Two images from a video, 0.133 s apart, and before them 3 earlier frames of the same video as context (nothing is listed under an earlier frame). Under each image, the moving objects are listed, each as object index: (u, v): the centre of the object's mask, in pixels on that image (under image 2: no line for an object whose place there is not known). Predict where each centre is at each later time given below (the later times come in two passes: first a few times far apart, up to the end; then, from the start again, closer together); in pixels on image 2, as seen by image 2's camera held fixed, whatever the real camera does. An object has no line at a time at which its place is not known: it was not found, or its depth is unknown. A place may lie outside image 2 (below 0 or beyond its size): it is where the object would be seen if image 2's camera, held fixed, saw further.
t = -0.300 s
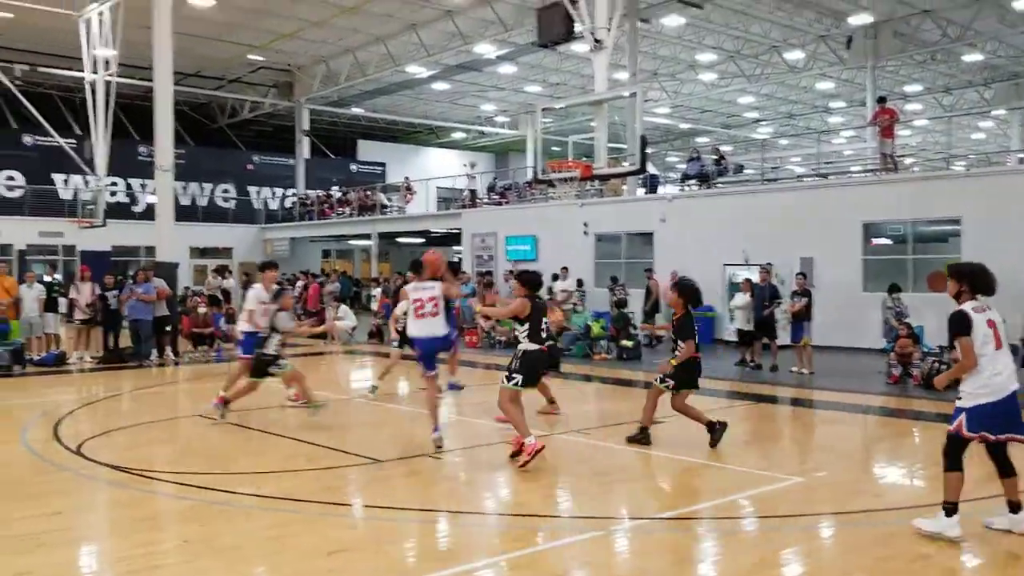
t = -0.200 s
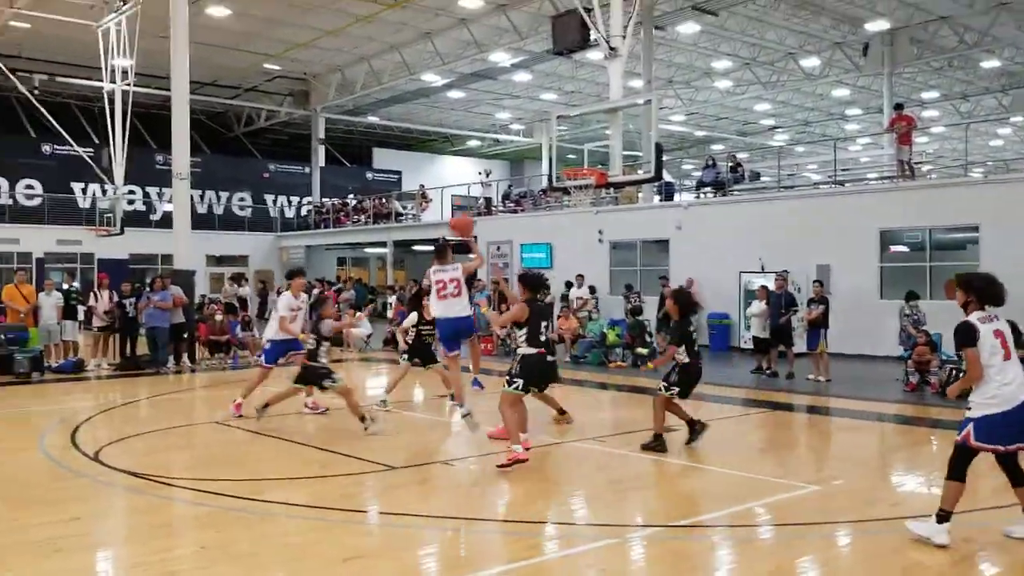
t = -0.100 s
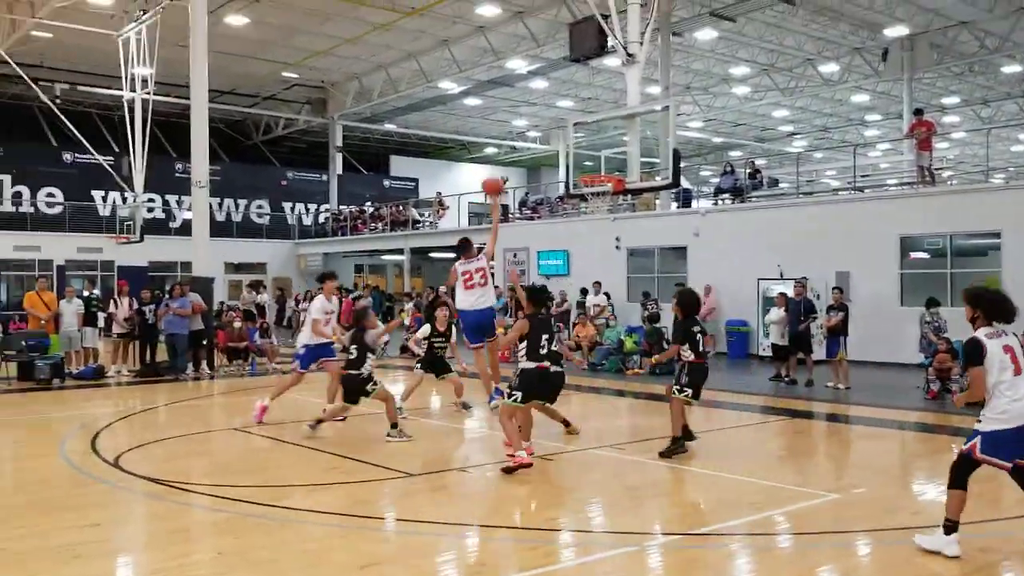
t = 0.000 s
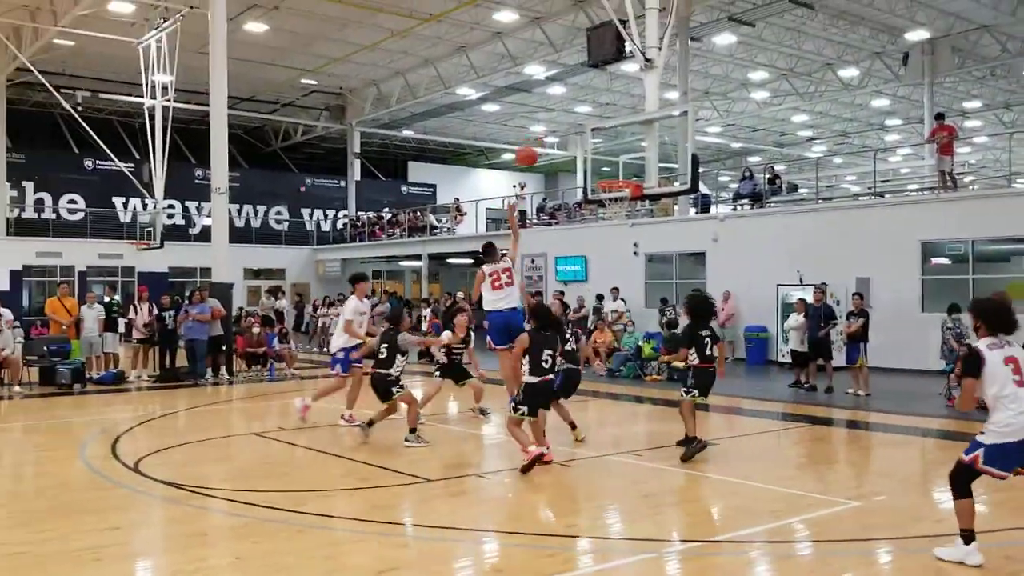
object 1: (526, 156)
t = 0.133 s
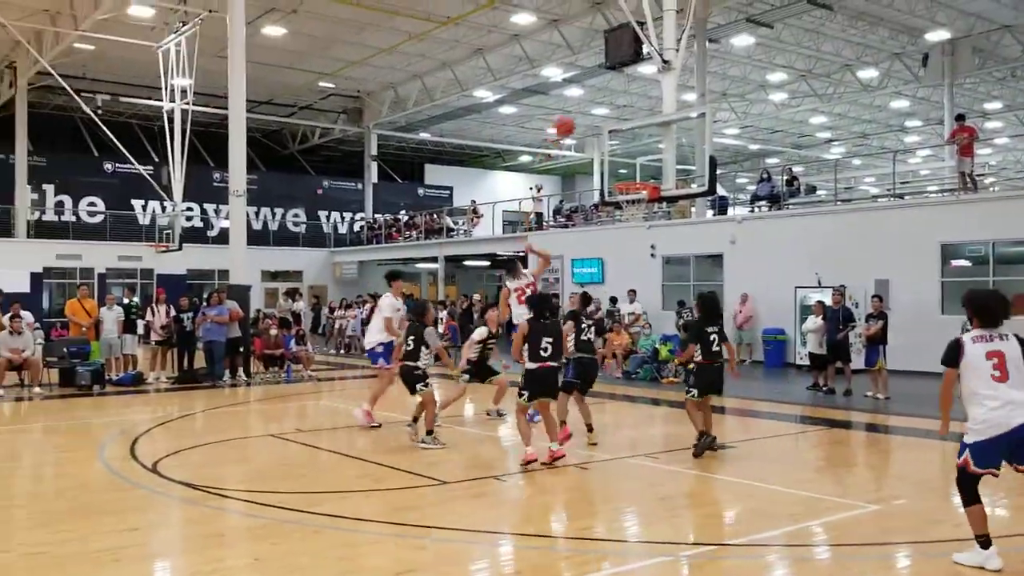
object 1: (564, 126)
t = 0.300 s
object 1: (587, 111)
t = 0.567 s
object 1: (620, 134)
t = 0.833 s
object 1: (643, 194)
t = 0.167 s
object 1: (569, 122)
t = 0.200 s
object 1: (573, 117)
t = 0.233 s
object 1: (578, 114)
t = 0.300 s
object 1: (587, 111)
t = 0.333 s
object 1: (591, 111)
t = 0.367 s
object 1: (595, 112)
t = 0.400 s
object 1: (600, 113)
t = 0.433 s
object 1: (605, 116)
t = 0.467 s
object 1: (609, 119)
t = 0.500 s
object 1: (612, 123)
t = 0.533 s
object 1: (616, 128)
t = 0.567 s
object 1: (620, 134)
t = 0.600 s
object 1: (624, 141)
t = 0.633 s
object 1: (628, 148)
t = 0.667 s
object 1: (631, 157)
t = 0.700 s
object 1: (636, 164)
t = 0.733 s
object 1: (639, 174)
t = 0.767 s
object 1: (642, 185)
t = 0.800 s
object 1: (643, 193)
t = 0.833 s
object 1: (643, 194)
